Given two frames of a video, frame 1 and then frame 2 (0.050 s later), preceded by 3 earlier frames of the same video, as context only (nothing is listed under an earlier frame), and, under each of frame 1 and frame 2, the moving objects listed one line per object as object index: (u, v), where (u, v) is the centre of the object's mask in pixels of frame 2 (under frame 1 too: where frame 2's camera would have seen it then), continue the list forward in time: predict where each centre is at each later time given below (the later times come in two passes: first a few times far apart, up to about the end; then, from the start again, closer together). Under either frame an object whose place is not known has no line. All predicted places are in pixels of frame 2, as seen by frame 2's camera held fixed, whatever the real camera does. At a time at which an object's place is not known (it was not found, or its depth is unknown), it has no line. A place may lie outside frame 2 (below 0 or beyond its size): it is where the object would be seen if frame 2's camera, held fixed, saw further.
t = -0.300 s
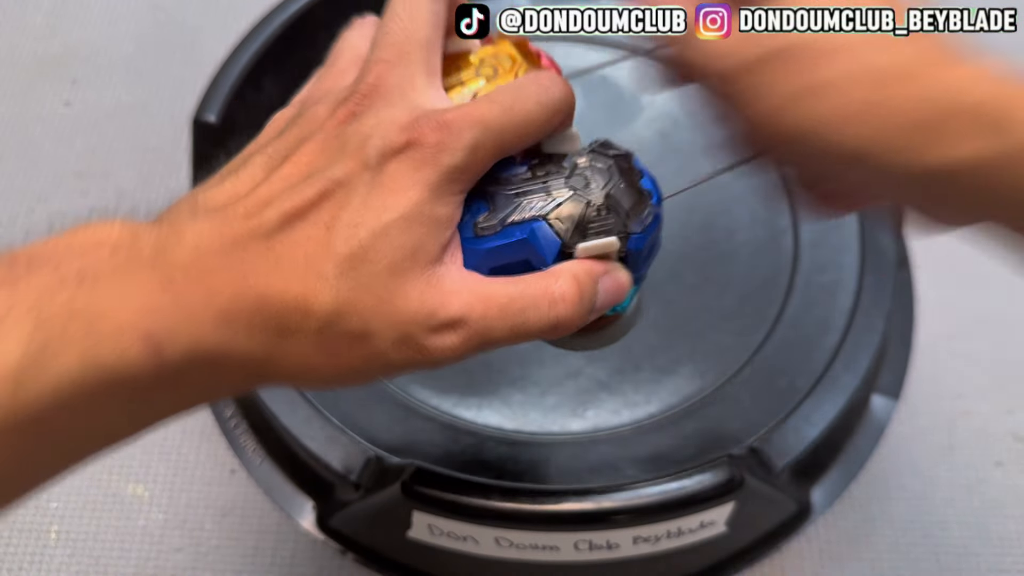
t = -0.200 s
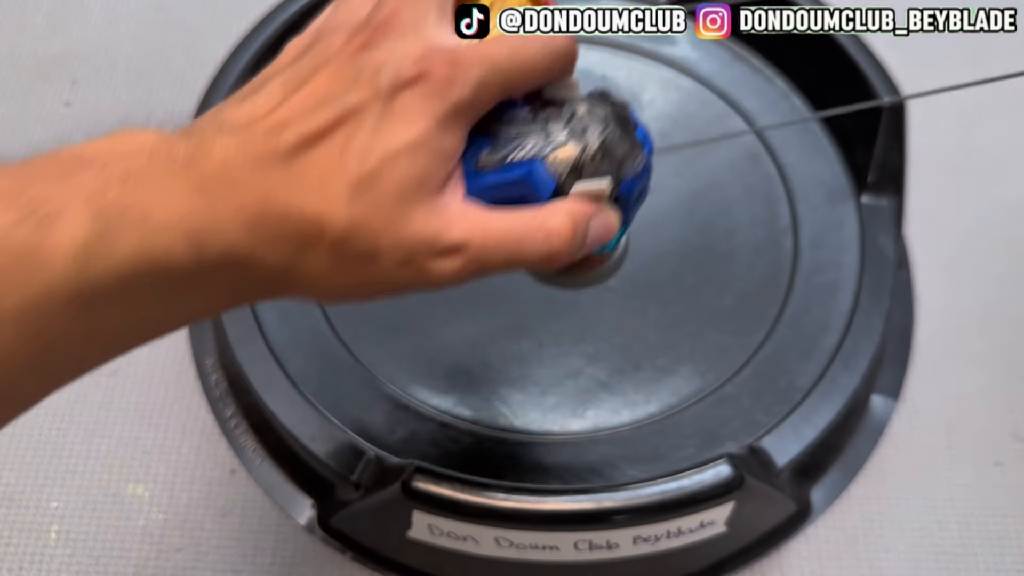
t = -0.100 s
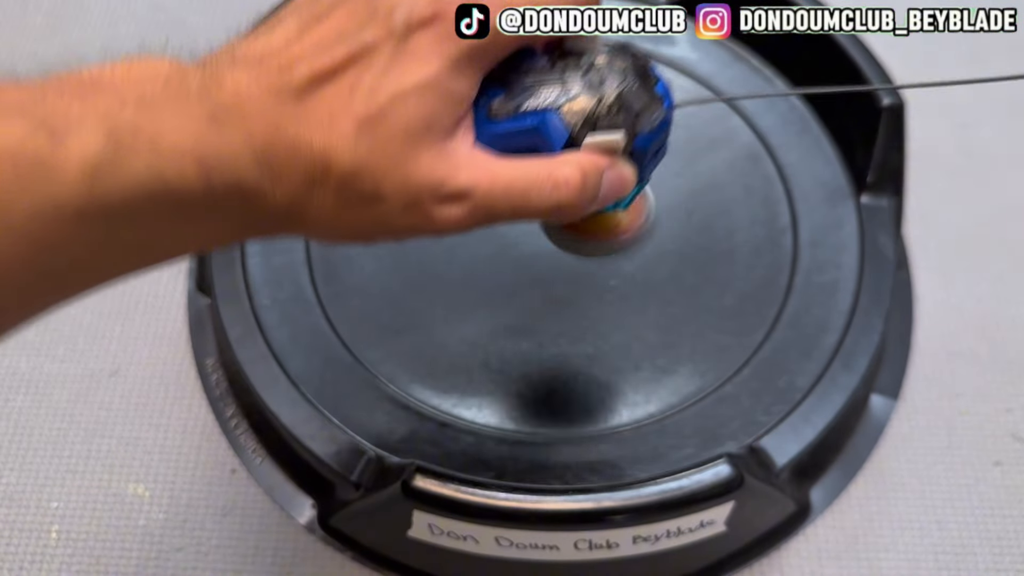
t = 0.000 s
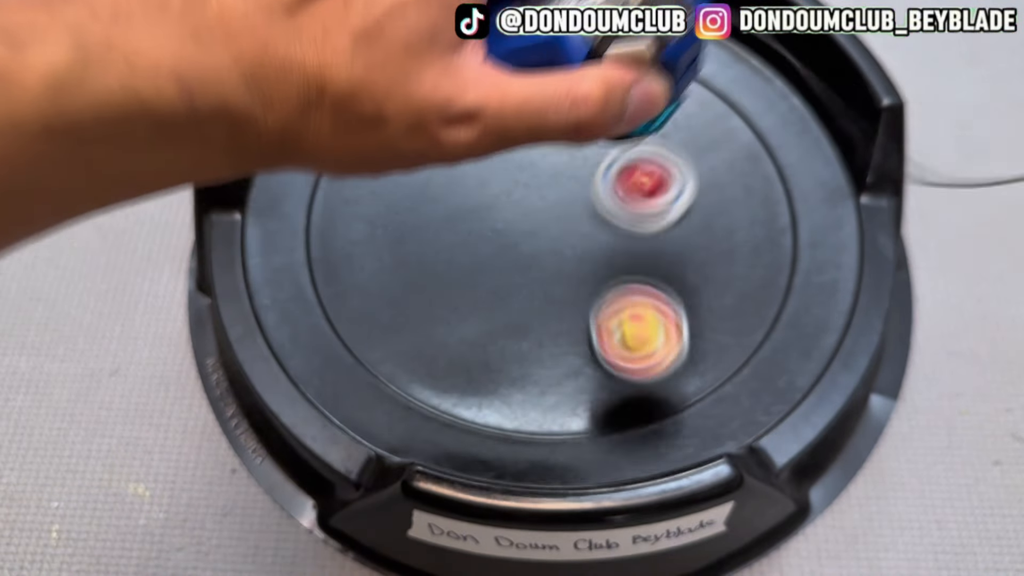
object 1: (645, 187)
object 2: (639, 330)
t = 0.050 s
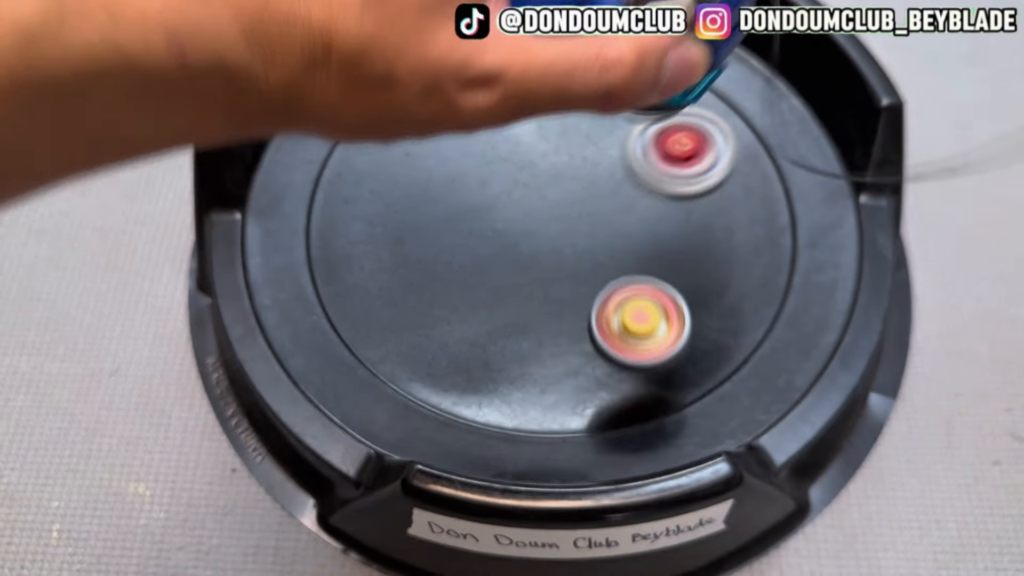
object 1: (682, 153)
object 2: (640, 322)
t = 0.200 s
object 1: (726, 152)
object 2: (601, 300)
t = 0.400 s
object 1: (594, 105)
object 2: (524, 220)
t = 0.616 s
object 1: (388, 41)
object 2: (482, 278)
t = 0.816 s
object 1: (346, 213)
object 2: (501, 318)
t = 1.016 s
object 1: (543, 421)
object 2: (527, 302)
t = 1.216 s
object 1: (831, 265)
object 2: (541, 280)
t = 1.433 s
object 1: (713, 101)
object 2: (546, 261)
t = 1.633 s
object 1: (435, 65)
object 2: (545, 250)
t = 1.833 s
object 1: (286, 253)
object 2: (543, 238)
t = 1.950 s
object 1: (350, 410)
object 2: (543, 232)
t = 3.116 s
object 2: (564, 196)
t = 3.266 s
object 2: (607, 220)
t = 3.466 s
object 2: (621, 218)
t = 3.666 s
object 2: (630, 214)
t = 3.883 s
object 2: (626, 209)
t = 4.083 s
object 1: (670, 322)
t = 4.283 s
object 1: (818, 166)
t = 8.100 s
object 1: (583, 375)
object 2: (530, 217)
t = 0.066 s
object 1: (692, 148)
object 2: (637, 314)
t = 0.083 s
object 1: (702, 147)
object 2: (635, 309)
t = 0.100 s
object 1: (710, 150)
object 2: (631, 306)
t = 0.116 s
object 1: (717, 156)
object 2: (628, 306)
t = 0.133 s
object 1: (724, 167)
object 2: (624, 309)
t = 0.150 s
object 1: (728, 181)
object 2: (620, 313)
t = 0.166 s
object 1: (730, 182)
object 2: (614, 321)
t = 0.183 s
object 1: (729, 165)
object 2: (607, 312)
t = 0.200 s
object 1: (726, 152)
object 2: (601, 300)
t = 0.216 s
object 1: (722, 144)
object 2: (594, 291)
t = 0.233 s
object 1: (718, 138)
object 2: (587, 286)
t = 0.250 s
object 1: (712, 136)
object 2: (580, 283)
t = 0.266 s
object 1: (705, 138)
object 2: (573, 282)
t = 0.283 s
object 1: (697, 141)
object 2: (566, 271)
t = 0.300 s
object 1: (686, 130)
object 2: (559, 260)
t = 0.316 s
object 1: (673, 121)
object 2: (552, 253)
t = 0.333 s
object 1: (661, 115)
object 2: (547, 248)
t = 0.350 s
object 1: (648, 113)
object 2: (540, 242)
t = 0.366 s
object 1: (632, 112)
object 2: (535, 232)
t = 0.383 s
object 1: (614, 107)
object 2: (529, 224)
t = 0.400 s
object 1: (594, 105)
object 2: (524, 220)
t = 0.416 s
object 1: (578, 106)
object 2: (519, 211)
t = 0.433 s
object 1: (560, 105)
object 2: (514, 203)
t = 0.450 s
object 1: (543, 105)
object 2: (510, 198)
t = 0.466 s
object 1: (523, 108)
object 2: (507, 190)
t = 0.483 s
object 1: (505, 106)
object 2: (504, 194)
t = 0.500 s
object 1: (488, 91)
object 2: (499, 204)
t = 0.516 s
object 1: (470, 78)
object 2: (495, 215)
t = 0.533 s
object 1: (454, 72)
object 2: (491, 229)
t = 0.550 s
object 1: (438, 60)
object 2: (488, 238)
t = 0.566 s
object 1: (424, 52)
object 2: (486, 247)
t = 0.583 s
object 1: (410, 45)
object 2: (484, 259)
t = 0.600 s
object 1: (398, 40)
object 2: (482, 269)
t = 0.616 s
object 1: (388, 41)
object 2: (482, 278)
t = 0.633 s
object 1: (383, 48)
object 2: (481, 287)
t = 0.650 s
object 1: (378, 56)
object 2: (481, 294)
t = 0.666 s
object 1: (373, 66)
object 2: (482, 301)
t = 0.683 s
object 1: (368, 78)
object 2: (482, 306)
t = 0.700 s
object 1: (363, 92)
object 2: (484, 310)
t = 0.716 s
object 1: (359, 105)
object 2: (486, 313)
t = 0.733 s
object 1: (354, 119)
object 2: (489, 316)
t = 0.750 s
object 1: (351, 135)
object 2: (491, 317)
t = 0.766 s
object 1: (349, 153)
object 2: (494, 318)
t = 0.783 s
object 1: (346, 171)
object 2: (496, 318)
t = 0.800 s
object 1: (346, 192)
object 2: (498, 319)
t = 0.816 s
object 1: (346, 213)
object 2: (501, 318)
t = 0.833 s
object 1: (347, 235)
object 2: (503, 318)
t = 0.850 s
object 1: (351, 257)
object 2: (506, 317)
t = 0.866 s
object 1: (357, 279)
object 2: (508, 316)
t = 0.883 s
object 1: (366, 301)
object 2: (511, 315)
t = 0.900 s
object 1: (378, 321)
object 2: (513, 313)
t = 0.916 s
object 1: (394, 342)
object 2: (516, 312)
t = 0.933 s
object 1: (412, 360)
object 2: (518, 310)
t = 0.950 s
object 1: (433, 379)
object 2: (520, 309)
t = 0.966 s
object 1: (457, 393)
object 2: (522, 307)
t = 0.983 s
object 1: (484, 406)
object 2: (524, 306)
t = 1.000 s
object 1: (514, 413)
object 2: (526, 304)
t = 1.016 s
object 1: (543, 421)
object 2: (527, 302)
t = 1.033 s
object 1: (575, 425)
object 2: (529, 300)
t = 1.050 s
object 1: (605, 427)
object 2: (530, 298)
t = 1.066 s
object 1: (637, 421)
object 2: (532, 297)
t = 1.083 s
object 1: (665, 410)
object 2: (533, 295)
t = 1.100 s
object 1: (693, 398)
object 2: (535, 293)
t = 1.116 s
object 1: (719, 382)
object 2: (536, 291)
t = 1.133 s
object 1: (745, 367)
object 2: (537, 289)
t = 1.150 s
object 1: (767, 349)
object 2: (538, 287)
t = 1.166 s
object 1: (787, 330)
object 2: (539, 285)
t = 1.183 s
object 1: (804, 309)
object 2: (540, 283)
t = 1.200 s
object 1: (819, 287)
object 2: (541, 282)
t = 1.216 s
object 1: (831, 265)
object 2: (541, 280)
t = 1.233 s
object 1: (839, 242)
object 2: (542, 278)
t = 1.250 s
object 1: (844, 220)
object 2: (542, 277)
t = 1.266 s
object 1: (846, 196)
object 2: (543, 275)
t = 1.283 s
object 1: (840, 179)
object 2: (541, 275)
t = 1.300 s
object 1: (830, 166)
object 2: (542, 273)
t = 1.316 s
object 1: (820, 157)
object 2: (543, 271)
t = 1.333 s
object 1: (807, 152)
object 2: (544, 270)
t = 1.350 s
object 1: (794, 149)
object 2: (544, 268)
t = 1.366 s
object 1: (778, 136)
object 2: (545, 267)
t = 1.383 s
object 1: (764, 124)
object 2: (545, 265)
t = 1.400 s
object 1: (748, 114)
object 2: (546, 264)
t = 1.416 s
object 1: (732, 109)
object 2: (546, 262)
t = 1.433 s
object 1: (713, 101)
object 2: (546, 261)
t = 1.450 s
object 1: (694, 90)
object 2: (546, 260)
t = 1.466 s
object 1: (672, 83)
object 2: (546, 258)
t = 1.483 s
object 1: (651, 76)
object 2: (546, 257)
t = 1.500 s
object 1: (629, 70)
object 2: (545, 256)
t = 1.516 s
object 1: (606, 66)
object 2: (545, 255)
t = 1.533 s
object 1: (581, 64)
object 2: (545, 255)
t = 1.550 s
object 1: (557, 62)
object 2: (545, 254)
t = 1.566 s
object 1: (531, 60)
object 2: (545, 253)
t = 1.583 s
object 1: (509, 60)
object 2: (545, 252)
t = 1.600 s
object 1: (484, 61)
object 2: (545, 251)
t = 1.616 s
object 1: (459, 62)
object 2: (545, 250)
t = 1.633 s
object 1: (435, 65)
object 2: (545, 250)
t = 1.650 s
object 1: (412, 69)
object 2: (544, 249)
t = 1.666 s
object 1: (391, 77)
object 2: (544, 248)
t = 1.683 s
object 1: (369, 87)
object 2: (544, 247)
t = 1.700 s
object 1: (349, 98)
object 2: (544, 246)
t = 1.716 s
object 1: (331, 112)
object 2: (544, 245)
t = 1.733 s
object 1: (316, 127)
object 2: (544, 244)
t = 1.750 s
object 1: (302, 146)
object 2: (543, 243)
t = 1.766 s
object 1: (289, 162)
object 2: (544, 242)
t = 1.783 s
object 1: (284, 183)
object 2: (543, 242)
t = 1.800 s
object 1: (285, 207)
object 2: (544, 240)
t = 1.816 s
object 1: (285, 231)
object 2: (543, 239)
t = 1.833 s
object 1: (286, 253)
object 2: (543, 238)
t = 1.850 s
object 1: (289, 278)
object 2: (543, 237)
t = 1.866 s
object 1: (293, 302)
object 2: (543, 237)
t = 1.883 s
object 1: (298, 327)
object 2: (543, 236)
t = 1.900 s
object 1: (306, 351)
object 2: (543, 235)
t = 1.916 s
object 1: (317, 374)
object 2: (543, 234)
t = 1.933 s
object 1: (331, 393)
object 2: (543, 233)
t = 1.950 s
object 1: (350, 410)
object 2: (543, 232)
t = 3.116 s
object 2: (564, 196)
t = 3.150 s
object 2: (579, 203)
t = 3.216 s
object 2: (599, 216)
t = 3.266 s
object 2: (607, 220)
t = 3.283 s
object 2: (608, 220)
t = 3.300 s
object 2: (609, 220)
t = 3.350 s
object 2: (613, 220)
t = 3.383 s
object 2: (616, 219)
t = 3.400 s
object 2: (617, 219)
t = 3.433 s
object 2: (619, 218)
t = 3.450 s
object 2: (620, 218)
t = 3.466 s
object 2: (621, 218)
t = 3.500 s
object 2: (624, 217)
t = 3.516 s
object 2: (625, 217)
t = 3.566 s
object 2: (627, 216)
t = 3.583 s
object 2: (628, 215)
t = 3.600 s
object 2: (628, 215)
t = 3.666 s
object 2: (630, 214)
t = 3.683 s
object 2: (630, 213)
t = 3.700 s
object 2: (630, 213)
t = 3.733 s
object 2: (630, 212)
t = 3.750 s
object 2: (630, 211)
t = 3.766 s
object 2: (630, 211)
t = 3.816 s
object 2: (629, 210)
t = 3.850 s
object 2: (628, 209)
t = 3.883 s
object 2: (626, 209)
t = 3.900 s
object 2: (625, 209)
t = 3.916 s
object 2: (624, 209)
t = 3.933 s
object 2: (623, 209)
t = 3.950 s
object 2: (622, 209)
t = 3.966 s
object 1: (511, 294)
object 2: (621, 210)
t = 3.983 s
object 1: (531, 304)
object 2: (620, 210)
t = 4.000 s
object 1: (553, 313)
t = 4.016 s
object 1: (576, 319)
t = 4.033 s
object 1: (598, 323)
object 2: (617, 211)
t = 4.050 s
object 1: (623, 325)
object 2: (616, 211)
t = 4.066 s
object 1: (647, 324)
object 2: (616, 211)
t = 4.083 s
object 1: (670, 322)
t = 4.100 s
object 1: (694, 317)
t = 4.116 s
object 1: (715, 311)
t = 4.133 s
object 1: (738, 303)
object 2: (613, 213)
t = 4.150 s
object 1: (758, 292)
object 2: (612, 213)
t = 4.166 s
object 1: (778, 280)
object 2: (611, 213)
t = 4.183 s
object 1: (793, 264)
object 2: (610, 214)
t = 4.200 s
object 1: (800, 246)
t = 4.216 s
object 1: (806, 227)
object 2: (609, 214)
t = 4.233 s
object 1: (809, 215)
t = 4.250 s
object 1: (813, 198)
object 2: (607, 214)
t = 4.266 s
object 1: (817, 180)
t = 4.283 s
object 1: (818, 166)
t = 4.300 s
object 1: (807, 158)
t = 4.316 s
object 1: (795, 150)
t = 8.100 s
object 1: (583, 375)
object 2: (530, 217)
